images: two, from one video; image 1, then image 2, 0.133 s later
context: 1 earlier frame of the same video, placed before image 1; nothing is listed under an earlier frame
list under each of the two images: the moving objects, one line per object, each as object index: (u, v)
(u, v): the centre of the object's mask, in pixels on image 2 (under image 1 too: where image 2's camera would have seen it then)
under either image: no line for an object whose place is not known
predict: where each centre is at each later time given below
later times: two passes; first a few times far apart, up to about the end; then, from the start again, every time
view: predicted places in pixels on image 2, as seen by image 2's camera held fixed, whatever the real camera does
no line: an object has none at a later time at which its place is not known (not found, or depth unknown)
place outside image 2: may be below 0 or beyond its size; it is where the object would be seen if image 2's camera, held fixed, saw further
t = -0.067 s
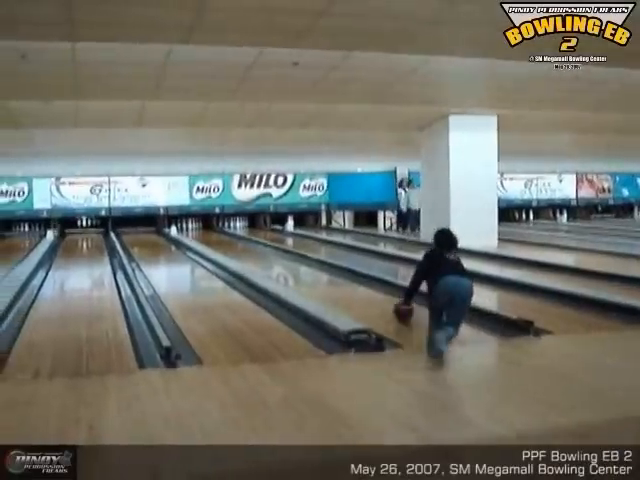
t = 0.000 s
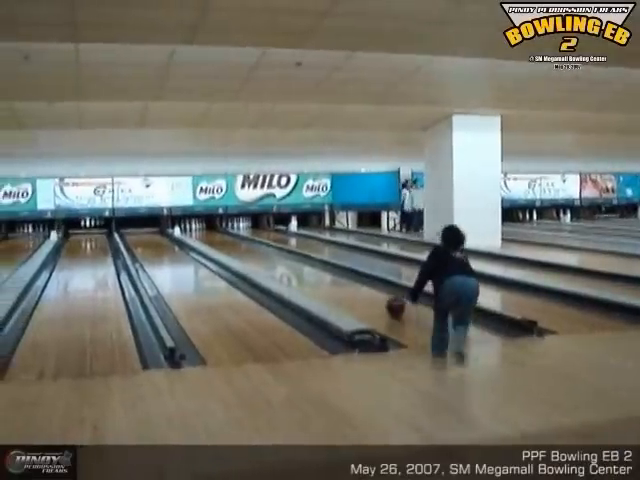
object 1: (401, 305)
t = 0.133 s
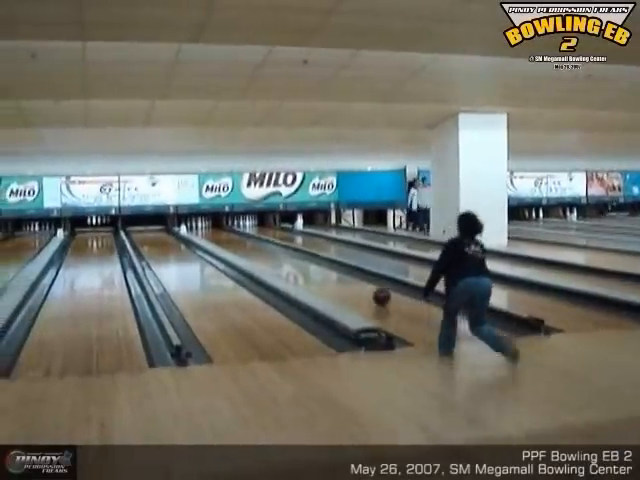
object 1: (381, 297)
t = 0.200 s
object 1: (372, 293)
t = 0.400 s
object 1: (349, 283)
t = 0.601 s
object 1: (329, 274)
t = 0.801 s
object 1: (313, 269)
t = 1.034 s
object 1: (296, 263)
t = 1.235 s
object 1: (286, 258)
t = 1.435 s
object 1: (277, 254)
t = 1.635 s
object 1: (269, 251)
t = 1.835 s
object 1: (261, 249)
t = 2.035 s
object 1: (256, 249)
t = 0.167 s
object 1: (376, 295)
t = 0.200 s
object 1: (372, 293)
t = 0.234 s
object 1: (368, 291)
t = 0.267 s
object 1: (364, 289)
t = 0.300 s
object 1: (360, 288)
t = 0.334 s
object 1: (356, 286)
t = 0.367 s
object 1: (352, 285)
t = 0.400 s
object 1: (349, 283)
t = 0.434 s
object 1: (345, 282)
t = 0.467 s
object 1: (342, 280)
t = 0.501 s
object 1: (339, 278)
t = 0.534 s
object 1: (335, 277)
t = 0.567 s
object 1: (332, 276)
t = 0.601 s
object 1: (329, 274)
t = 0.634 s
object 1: (326, 273)
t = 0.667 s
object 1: (323, 273)
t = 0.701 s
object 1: (320, 272)
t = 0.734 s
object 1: (317, 271)
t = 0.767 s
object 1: (315, 270)
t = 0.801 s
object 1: (313, 269)
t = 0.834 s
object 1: (310, 267)
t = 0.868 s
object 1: (308, 266)
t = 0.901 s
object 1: (306, 266)
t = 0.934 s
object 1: (303, 265)
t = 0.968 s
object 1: (301, 265)
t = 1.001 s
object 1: (299, 264)
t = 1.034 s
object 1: (296, 263)
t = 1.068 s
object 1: (295, 262)
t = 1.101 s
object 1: (293, 261)
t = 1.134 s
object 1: (292, 260)
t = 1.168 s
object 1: (290, 259)
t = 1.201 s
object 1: (288, 259)
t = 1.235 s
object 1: (286, 258)
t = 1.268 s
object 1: (285, 257)
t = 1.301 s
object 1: (283, 256)
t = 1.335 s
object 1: (282, 256)
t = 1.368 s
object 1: (280, 255)
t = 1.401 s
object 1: (278, 254)
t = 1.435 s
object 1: (277, 254)
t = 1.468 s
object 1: (275, 253)
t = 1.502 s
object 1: (274, 253)
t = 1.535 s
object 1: (273, 253)
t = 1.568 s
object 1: (272, 252)
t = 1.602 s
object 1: (271, 252)
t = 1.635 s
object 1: (269, 251)
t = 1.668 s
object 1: (268, 251)
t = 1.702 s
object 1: (265, 250)
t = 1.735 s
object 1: (264, 249)
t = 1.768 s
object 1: (263, 248)
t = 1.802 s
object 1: (262, 249)
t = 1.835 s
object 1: (261, 249)
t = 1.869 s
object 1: (261, 248)
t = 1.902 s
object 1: (260, 248)
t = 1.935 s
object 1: (259, 248)
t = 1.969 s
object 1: (258, 249)
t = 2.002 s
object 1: (257, 249)
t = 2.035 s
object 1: (256, 249)
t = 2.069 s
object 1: (255, 250)
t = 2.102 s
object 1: (254, 250)
